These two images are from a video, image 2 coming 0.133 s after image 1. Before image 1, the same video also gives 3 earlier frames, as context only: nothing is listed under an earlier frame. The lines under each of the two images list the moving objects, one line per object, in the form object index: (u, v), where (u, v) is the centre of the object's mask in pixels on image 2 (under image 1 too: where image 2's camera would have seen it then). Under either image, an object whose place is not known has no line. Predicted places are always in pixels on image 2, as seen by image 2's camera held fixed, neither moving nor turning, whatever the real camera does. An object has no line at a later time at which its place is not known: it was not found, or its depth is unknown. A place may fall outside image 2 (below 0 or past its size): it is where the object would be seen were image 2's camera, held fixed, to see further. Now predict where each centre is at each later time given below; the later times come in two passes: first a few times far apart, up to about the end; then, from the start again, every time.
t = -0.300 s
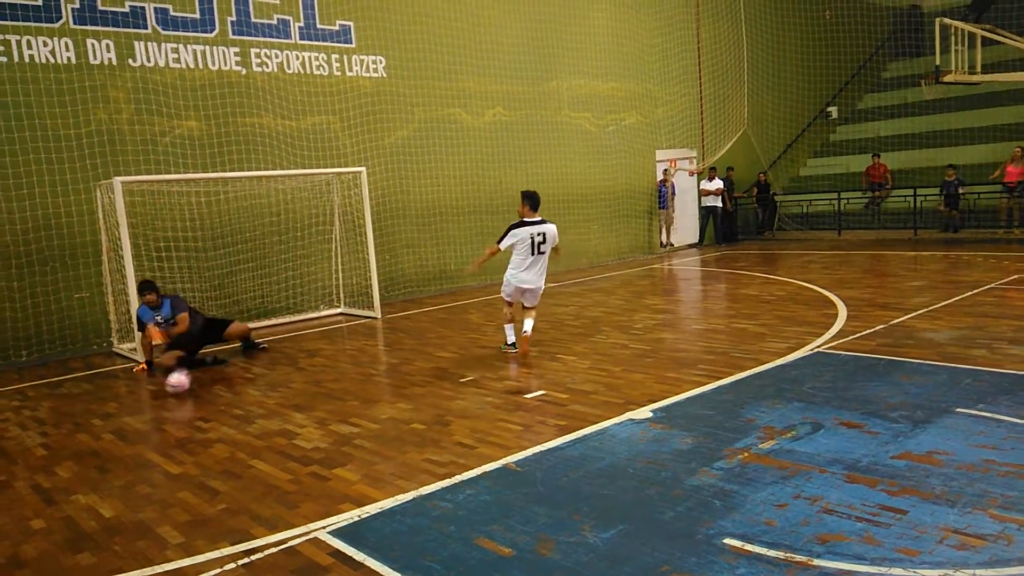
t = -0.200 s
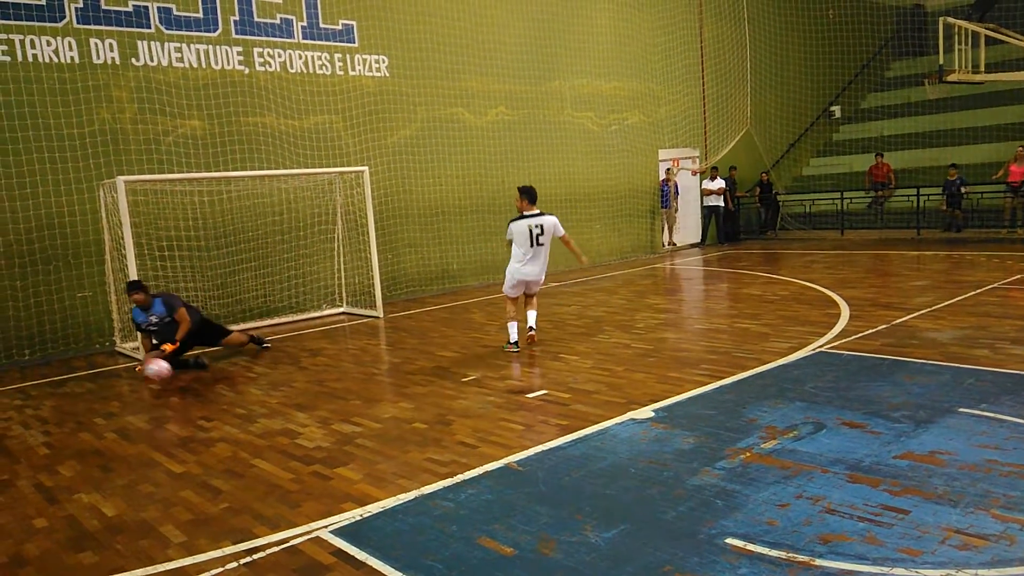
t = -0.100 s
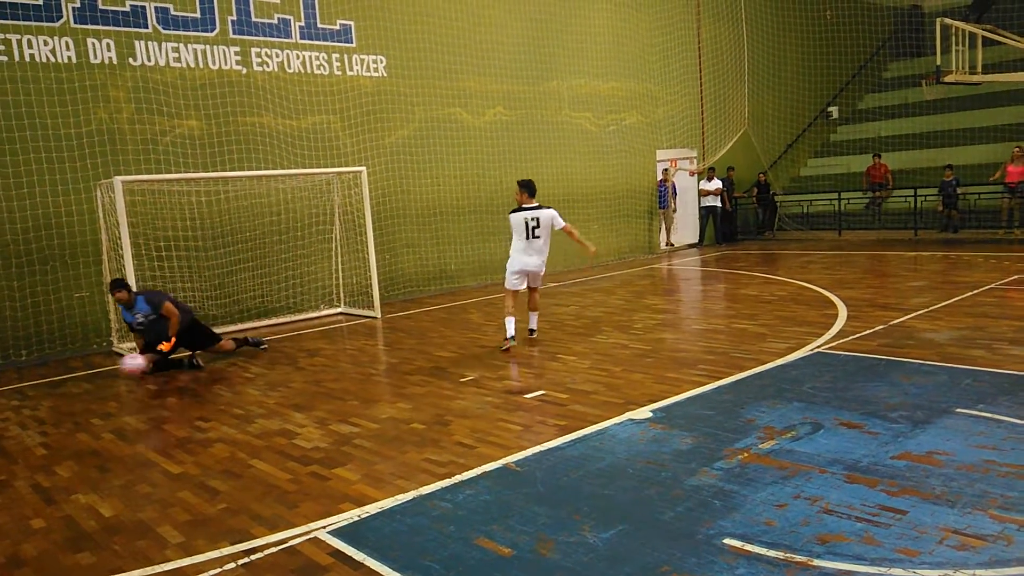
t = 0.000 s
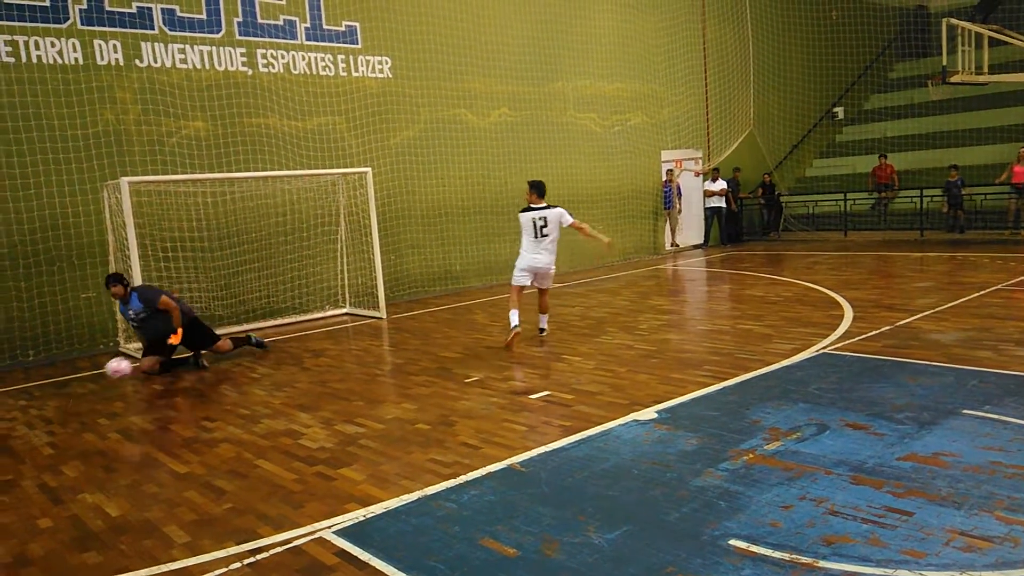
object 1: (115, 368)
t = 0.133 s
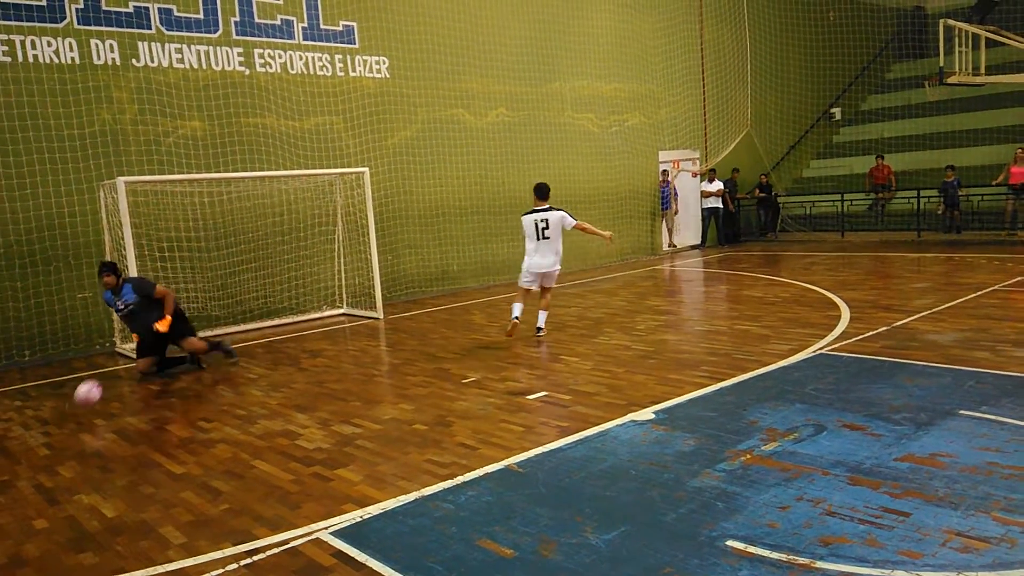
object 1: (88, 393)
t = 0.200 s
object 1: (75, 404)
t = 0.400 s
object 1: (28, 408)
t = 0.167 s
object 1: (82, 402)
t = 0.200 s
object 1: (75, 404)
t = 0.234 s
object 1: (66, 402)
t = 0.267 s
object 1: (58, 400)
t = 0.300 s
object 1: (51, 401)
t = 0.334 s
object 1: (43, 402)
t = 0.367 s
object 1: (36, 405)
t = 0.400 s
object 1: (28, 408)
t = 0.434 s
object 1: (21, 414)
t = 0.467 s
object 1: (13, 418)
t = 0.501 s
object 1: (5, 418)
